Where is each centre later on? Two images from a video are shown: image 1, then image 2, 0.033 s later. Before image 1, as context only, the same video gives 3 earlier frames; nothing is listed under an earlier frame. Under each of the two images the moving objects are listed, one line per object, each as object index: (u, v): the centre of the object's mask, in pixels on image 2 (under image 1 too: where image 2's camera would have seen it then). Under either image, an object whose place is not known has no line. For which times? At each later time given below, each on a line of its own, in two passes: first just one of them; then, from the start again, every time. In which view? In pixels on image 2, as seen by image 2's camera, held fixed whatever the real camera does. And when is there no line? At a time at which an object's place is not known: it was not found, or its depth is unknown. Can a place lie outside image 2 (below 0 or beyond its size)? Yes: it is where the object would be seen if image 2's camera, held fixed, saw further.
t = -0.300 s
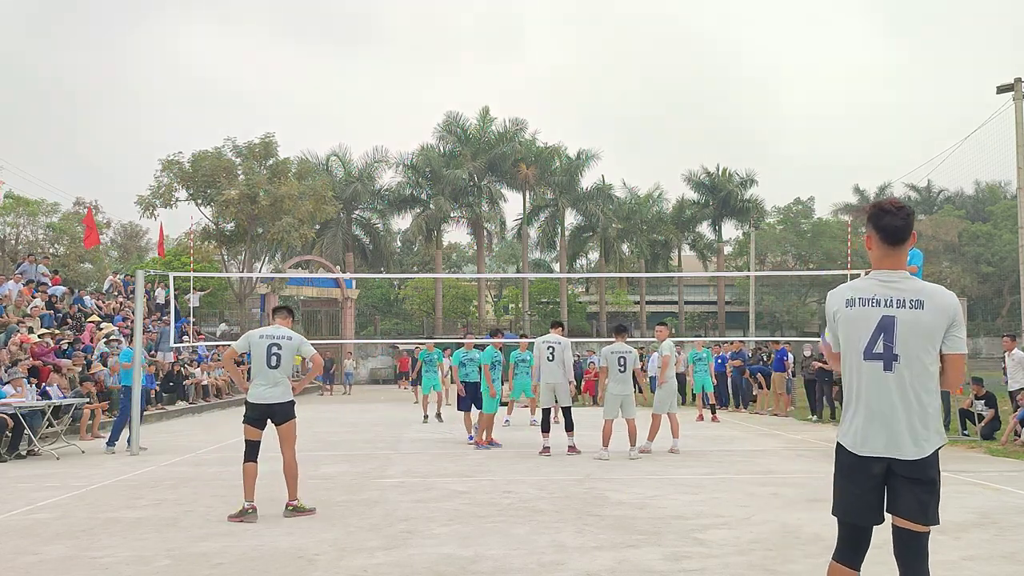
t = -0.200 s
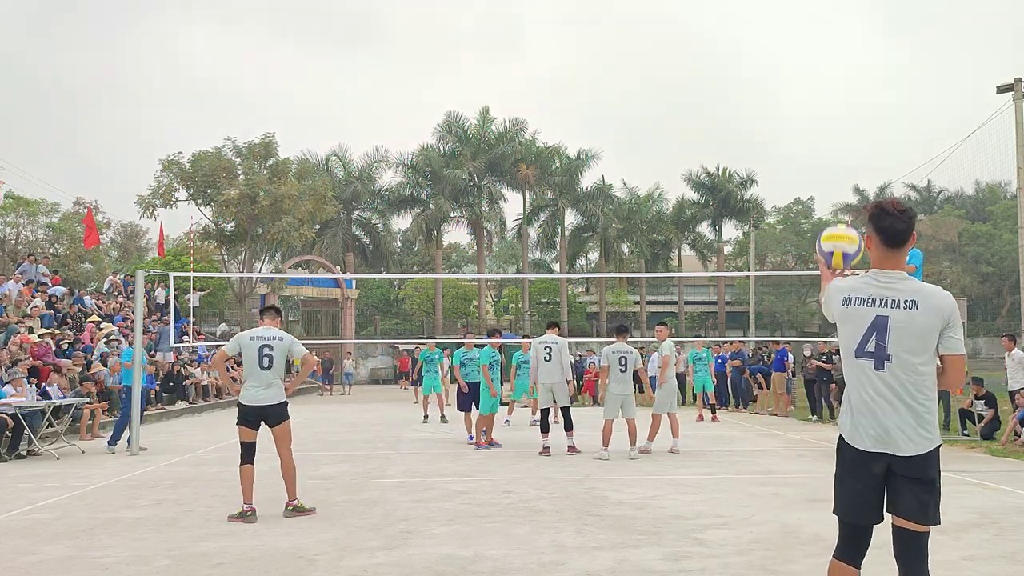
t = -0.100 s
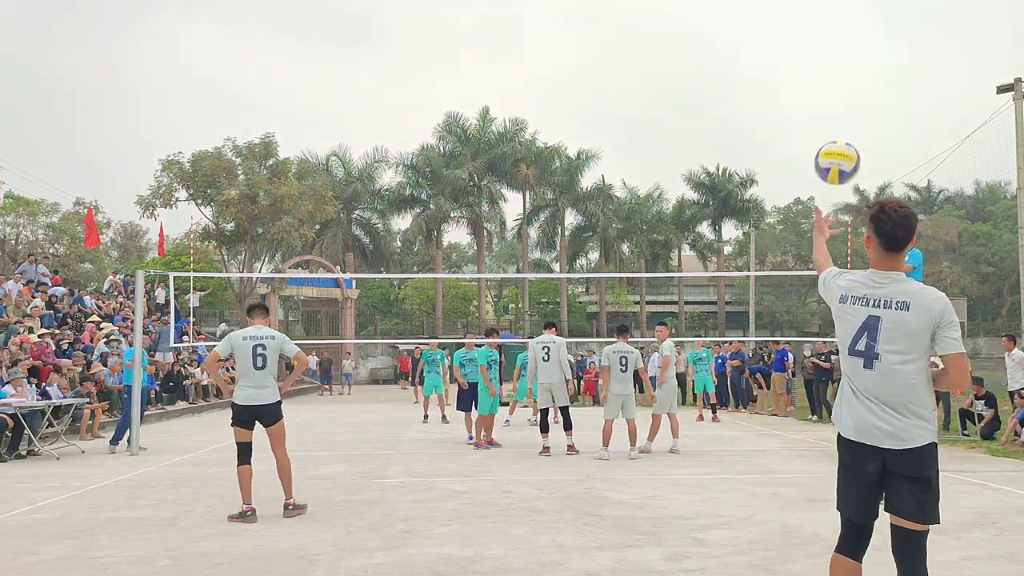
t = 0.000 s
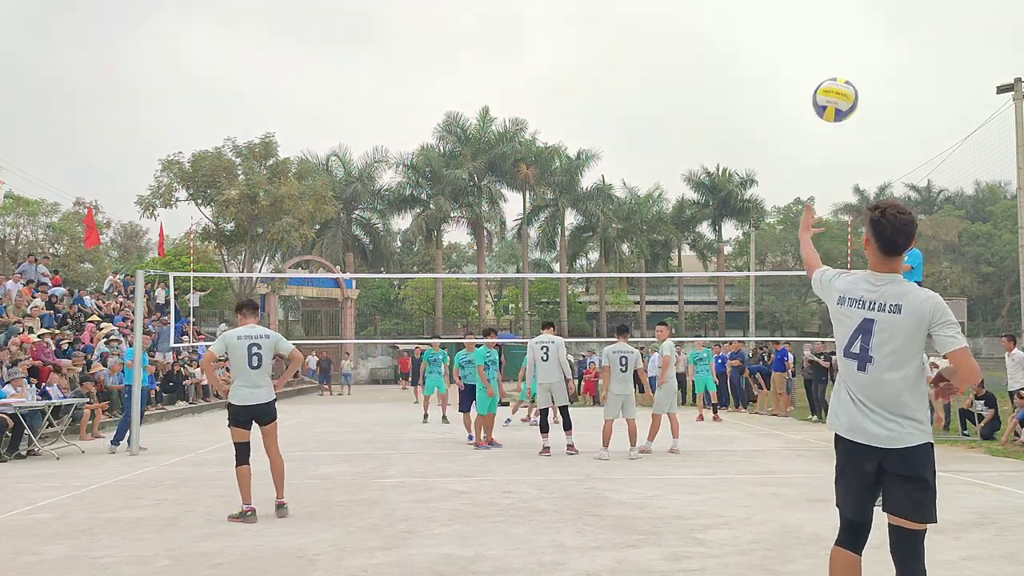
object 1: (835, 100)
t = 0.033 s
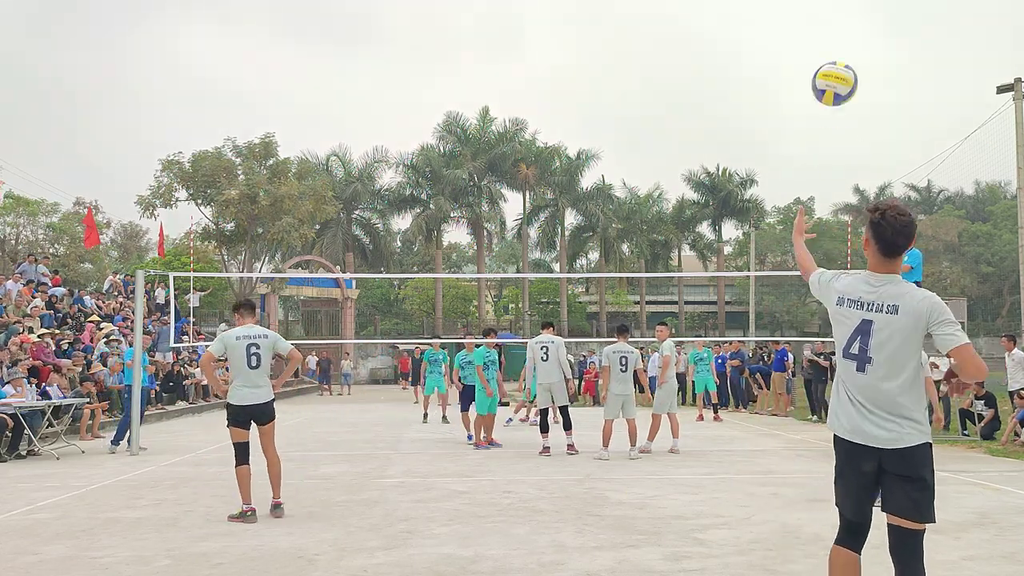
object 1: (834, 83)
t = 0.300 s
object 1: (833, 32)
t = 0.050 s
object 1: (834, 76)
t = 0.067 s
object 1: (834, 69)
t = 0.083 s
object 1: (834, 63)
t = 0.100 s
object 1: (833, 57)
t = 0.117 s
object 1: (833, 52)
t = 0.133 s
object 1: (833, 48)
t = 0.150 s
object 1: (833, 43)
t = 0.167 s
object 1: (833, 40)
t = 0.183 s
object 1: (833, 37)
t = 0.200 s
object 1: (833, 35)
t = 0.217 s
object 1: (833, 33)
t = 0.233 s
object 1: (832, 32)
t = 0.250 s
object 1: (832, 31)
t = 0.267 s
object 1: (833, 31)
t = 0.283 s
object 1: (833, 31)
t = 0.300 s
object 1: (833, 32)
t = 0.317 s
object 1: (833, 34)
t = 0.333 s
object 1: (833, 36)
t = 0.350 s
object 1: (833, 39)
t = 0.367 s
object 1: (833, 42)
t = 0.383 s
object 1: (833, 46)
